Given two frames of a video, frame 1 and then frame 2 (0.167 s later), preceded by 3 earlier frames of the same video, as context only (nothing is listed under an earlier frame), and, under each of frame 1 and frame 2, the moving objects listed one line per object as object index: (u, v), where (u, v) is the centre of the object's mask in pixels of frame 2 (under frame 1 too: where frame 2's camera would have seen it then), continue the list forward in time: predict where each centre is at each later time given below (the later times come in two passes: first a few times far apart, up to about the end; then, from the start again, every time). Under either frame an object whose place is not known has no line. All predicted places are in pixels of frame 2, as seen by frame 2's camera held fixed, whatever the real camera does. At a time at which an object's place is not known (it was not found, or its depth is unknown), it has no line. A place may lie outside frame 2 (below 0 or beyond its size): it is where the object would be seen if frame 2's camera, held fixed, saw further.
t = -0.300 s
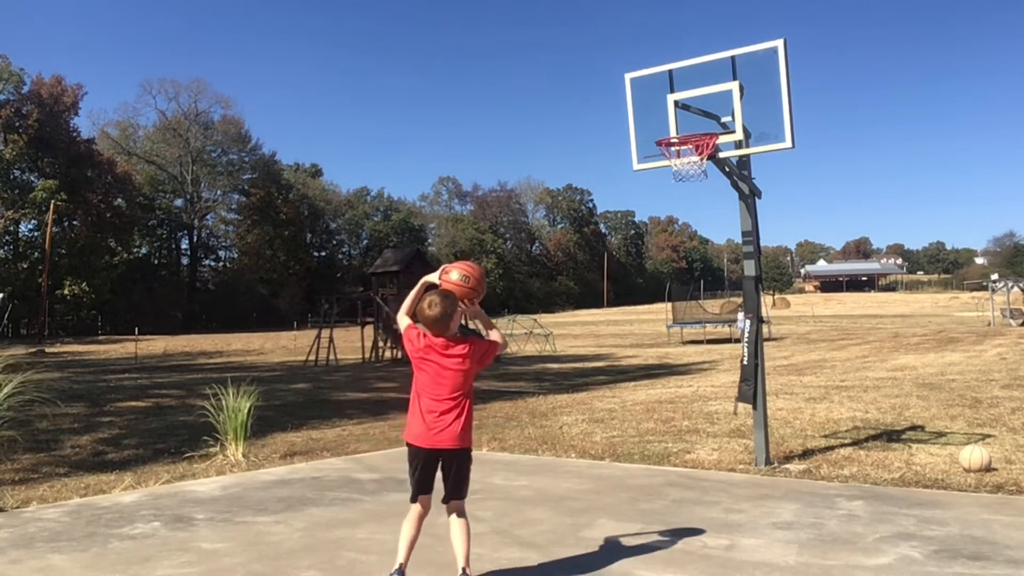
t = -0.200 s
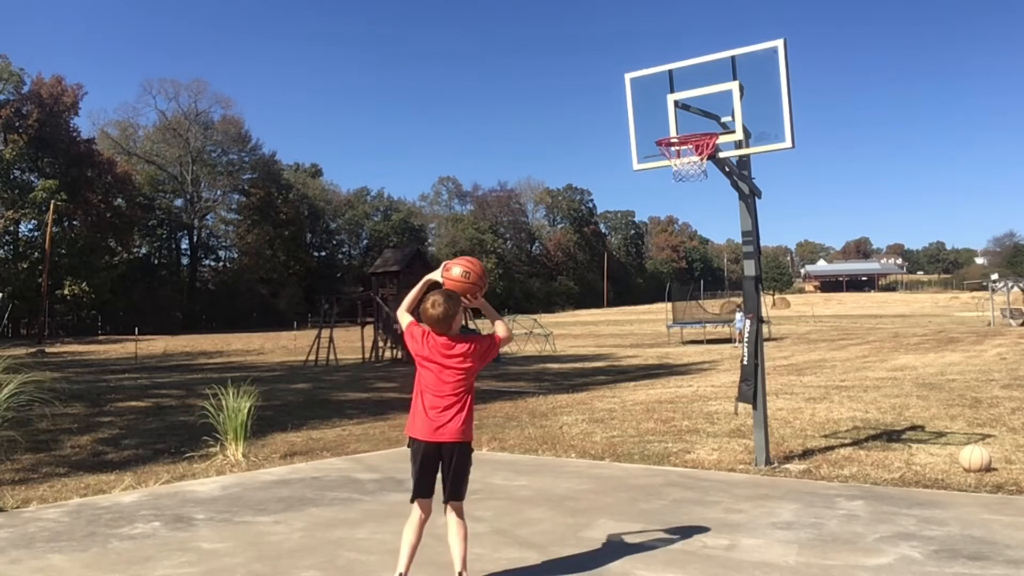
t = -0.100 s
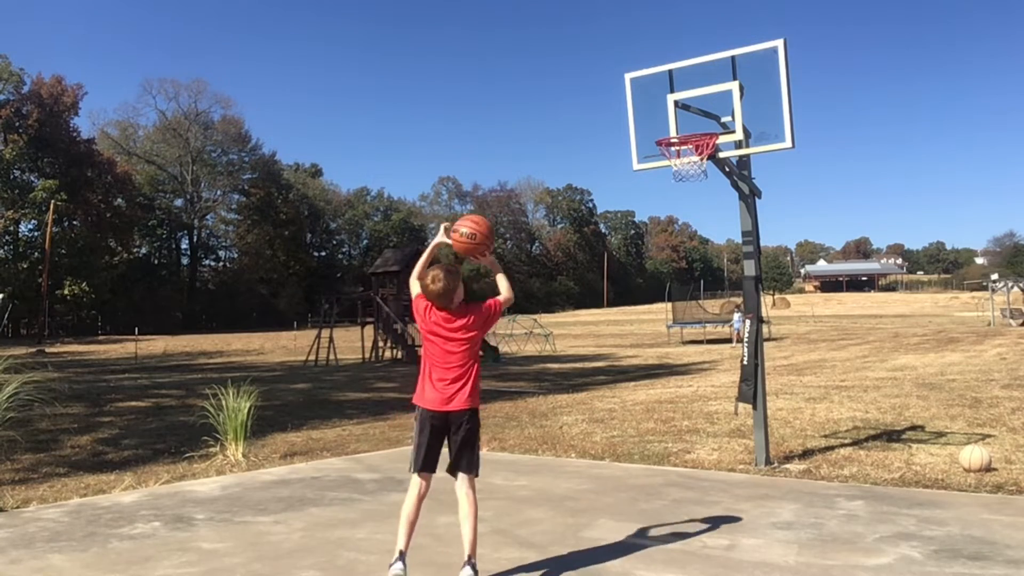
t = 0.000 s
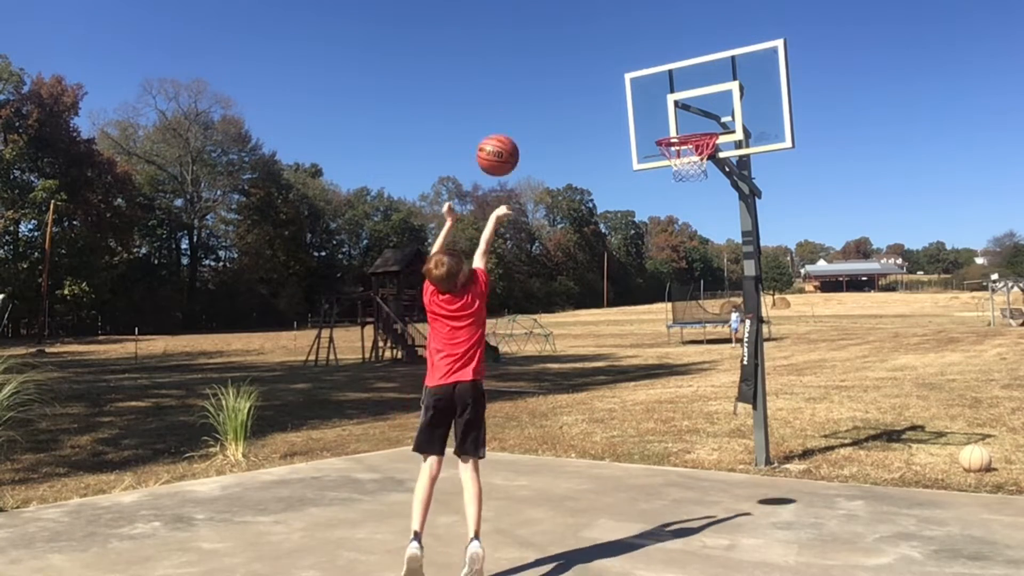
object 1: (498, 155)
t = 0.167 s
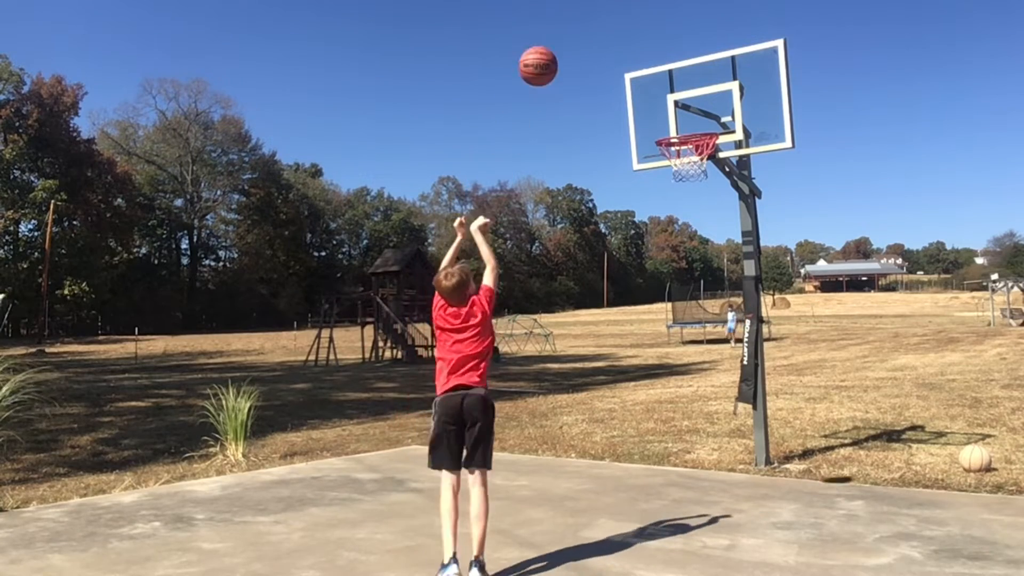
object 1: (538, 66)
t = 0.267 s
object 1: (560, 40)
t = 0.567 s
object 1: (614, 56)
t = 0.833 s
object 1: (631, 133)
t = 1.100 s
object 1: (559, 184)
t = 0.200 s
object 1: (546, 55)
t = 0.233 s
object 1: (553, 46)
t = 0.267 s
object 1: (560, 40)
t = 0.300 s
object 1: (566, 35)
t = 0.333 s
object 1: (573, 32)
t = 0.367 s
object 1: (579, 31)
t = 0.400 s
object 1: (586, 31)
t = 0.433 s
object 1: (592, 33)
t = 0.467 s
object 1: (598, 37)
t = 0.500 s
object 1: (603, 42)
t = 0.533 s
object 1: (609, 48)
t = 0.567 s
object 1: (614, 56)
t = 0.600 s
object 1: (620, 64)
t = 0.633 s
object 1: (625, 75)
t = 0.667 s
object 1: (630, 86)
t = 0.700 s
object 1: (635, 99)
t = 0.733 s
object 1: (640, 112)
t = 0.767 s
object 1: (645, 127)
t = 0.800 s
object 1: (641, 133)
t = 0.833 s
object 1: (631, 133)
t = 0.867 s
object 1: (621, 135)
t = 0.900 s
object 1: (612, 138)
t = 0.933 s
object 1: (603, 143)
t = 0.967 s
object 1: (594, 148)
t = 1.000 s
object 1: (585, 155)
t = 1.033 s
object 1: (576, 163)
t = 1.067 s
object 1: (568, 173)
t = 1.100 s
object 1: (559, 184)
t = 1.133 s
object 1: (550, 195)
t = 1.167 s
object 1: (542, 208)
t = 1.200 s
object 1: (534, 222)
